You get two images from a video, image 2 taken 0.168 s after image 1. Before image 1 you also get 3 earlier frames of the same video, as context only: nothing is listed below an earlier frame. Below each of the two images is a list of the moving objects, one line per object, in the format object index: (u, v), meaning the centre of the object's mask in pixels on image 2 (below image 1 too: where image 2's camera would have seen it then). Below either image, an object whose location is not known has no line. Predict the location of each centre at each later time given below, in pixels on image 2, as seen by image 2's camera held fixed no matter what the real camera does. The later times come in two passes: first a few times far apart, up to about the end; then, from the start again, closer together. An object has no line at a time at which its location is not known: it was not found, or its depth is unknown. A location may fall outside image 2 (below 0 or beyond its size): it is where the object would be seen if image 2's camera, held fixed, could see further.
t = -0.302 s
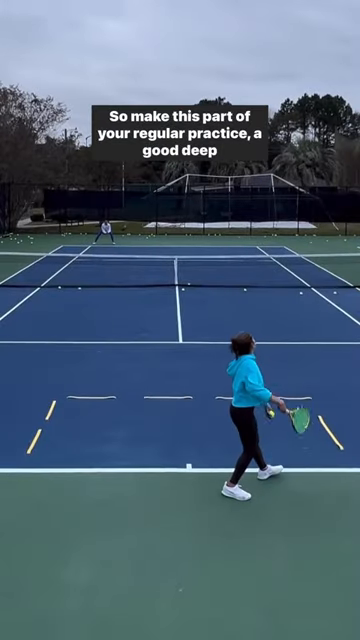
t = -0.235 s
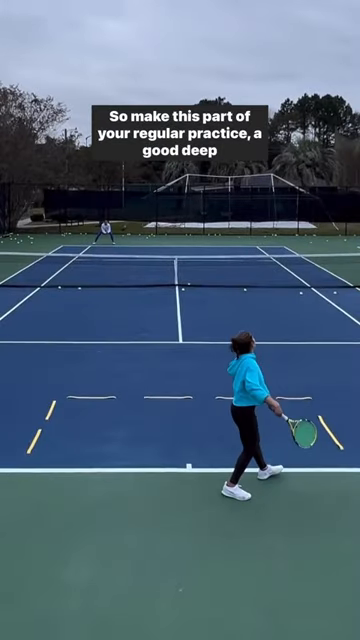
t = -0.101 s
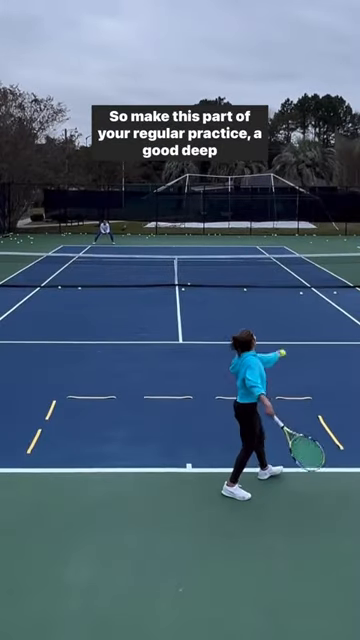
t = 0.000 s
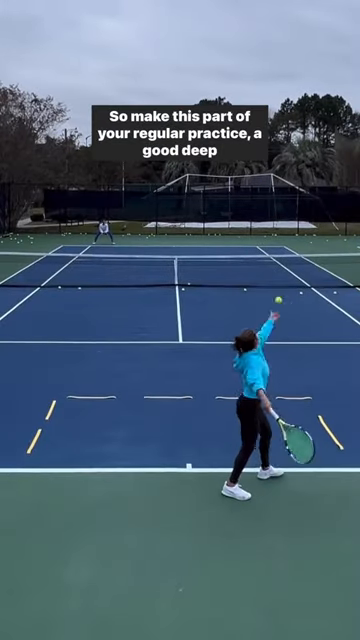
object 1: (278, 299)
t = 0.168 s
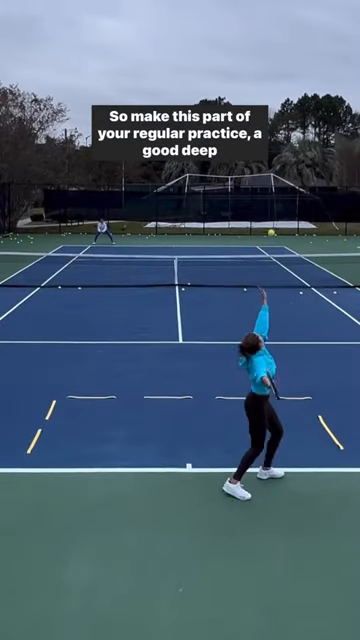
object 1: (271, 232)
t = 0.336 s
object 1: (263, 190)
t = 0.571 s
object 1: (251, 171)
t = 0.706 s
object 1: (244, 182)
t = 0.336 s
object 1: (263, 190)
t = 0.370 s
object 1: (261, 184)
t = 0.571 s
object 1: (251, 171)
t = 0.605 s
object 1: (250, 172)
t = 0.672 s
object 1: (246, 178)
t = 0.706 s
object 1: (244, 182)
